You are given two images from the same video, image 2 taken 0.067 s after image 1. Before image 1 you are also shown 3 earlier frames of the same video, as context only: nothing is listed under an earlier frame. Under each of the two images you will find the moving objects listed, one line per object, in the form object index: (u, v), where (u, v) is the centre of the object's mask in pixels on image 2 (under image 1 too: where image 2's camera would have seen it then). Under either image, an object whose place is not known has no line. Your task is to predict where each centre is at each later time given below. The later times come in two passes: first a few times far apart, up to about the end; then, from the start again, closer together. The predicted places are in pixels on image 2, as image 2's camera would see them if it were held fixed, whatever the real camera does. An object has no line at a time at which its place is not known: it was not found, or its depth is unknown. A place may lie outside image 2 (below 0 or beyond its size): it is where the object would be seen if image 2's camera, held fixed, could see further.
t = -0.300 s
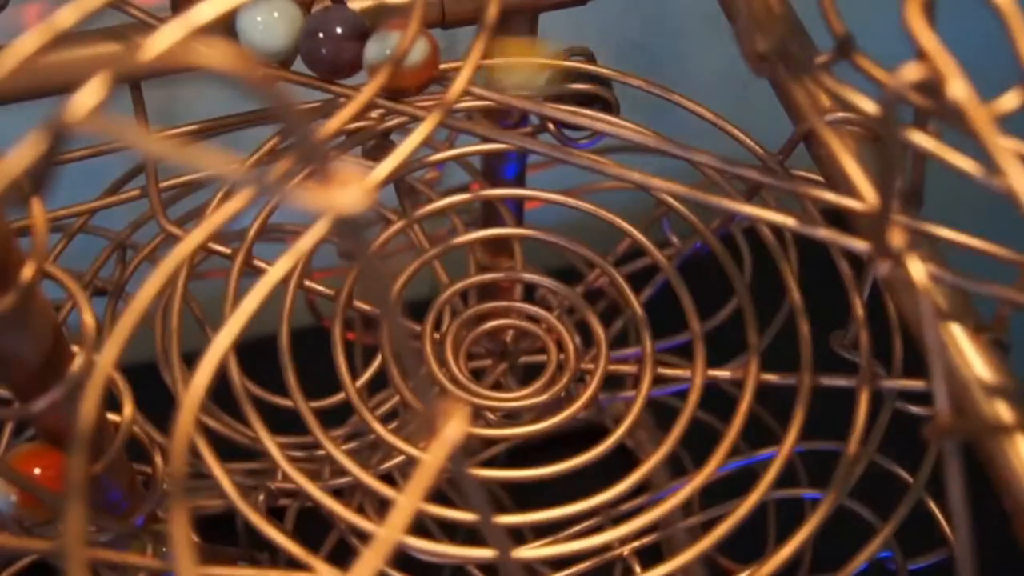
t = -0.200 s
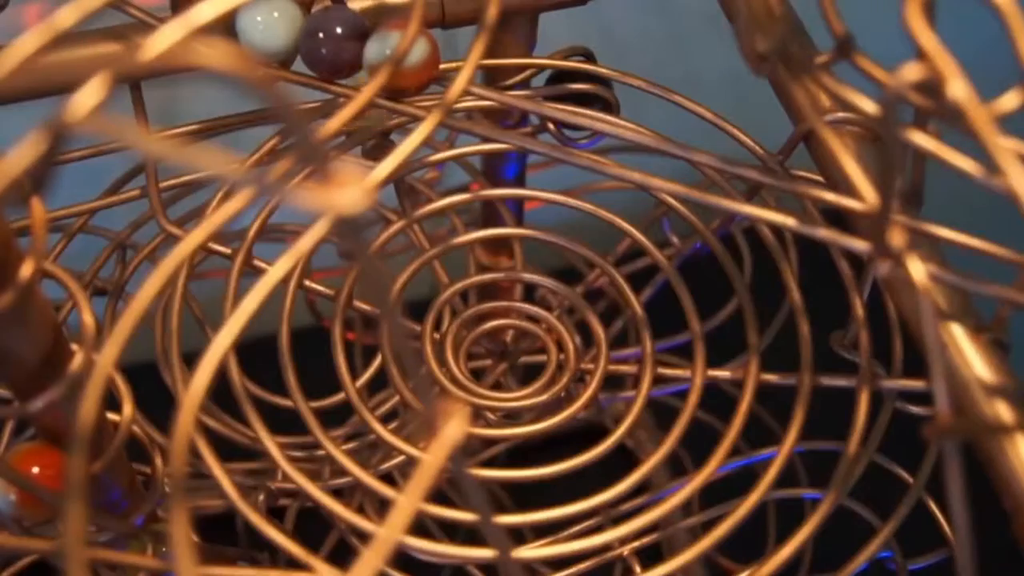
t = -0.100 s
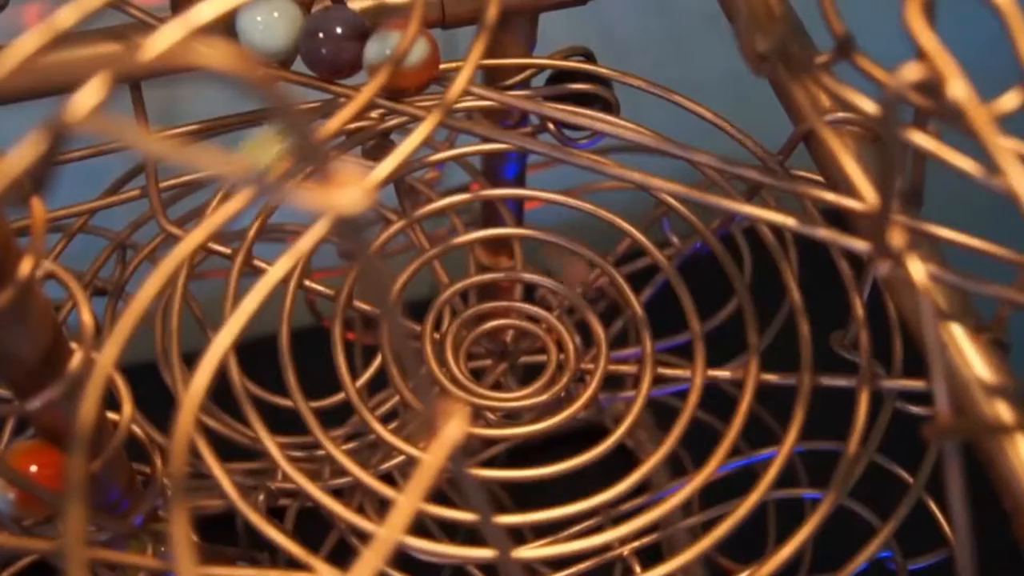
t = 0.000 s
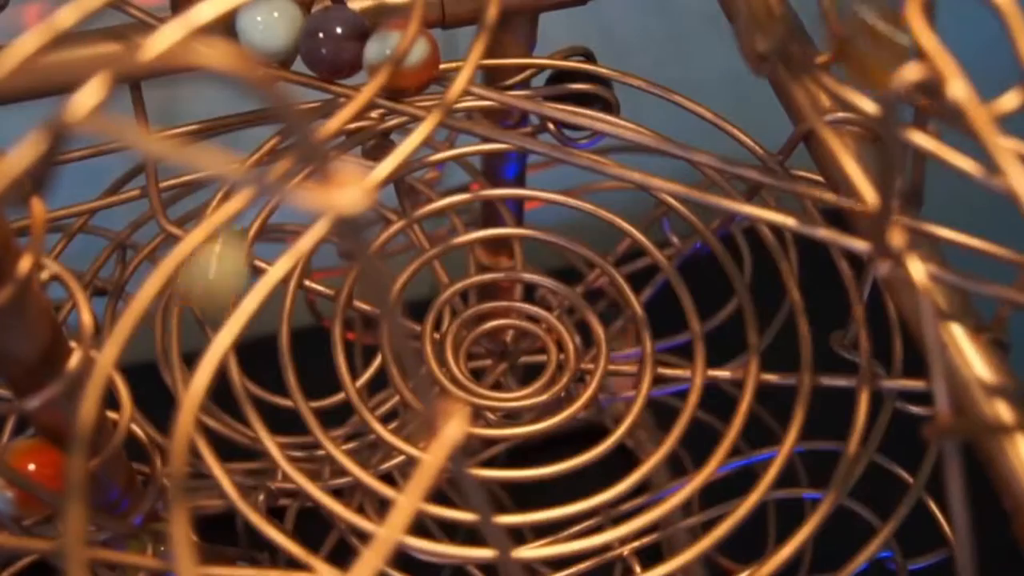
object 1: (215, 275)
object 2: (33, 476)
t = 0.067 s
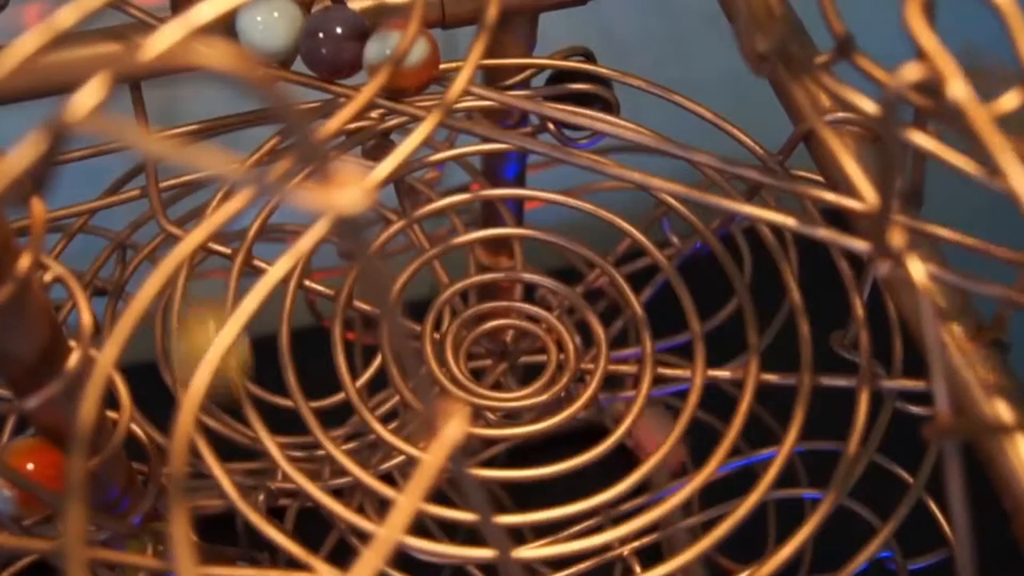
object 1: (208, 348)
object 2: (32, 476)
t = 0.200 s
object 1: (308, 499)
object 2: (32, 475)
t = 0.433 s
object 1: (671, 511)
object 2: (30, 470)
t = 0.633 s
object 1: (763, 291)
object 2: (28, 466)
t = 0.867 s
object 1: (543, 116)
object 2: (26, 462)
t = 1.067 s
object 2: (28, 452)
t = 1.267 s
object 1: (277, 357)
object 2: (27, 450)
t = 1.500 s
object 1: (488, 502)
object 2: (25, 449)
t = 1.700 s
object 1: (702, 407)
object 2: (23, 446)
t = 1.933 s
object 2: (21, 444)
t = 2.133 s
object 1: (427, 180)
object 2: (19, 442)
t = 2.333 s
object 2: (18, 441)
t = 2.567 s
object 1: (500, 469)
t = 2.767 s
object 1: (663, 367)
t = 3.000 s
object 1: (541, 204)
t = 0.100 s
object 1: (235, 396)
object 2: (32, 476)
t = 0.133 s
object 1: (244, 427)
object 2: (32, 475)
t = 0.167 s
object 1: (269, 462)
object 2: (32, 475)
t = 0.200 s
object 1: (308, 499)
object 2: (32, 475)
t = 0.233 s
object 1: (338, 520)
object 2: (32, 475)
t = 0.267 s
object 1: (411, 542)
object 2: (31, 474)
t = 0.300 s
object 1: (449, 548)
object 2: (31, 474)
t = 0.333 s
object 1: (518, 549)
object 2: (31, 474)
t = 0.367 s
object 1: (571, 546)
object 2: (31, 473)
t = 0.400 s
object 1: (627, 534)
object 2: (31, 473)
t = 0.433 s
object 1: (671, 511)
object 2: (30, 470)
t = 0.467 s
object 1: (708, 481)
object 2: (29, 469)
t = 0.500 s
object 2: (29, 469)
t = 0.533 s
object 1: (760, 407)
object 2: (28, 468)
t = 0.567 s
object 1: (772, 371)
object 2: (28, 467)
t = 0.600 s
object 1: (774, 331)
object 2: (28, 467)
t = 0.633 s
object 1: (763, 291)
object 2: (28, 466)
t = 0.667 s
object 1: (748, 254)
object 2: (27, 465)
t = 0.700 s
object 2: (27, 465)
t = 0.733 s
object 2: (27, 465)
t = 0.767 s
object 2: (27, 464)
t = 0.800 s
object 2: (26, 463)
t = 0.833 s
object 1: (583, 113)
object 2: (26, 462)
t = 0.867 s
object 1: (543, 116)
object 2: (26, 462)
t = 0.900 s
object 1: (505, 108)
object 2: (26, 461)
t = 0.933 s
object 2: (26, 461)
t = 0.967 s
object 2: (25, 461)
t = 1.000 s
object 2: (28, 453)
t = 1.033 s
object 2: (28, 452)
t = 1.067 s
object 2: (28, 452)
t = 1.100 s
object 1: (283, 221)
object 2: (28, 452)
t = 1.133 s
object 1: (273, 232)
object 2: (27, 451)
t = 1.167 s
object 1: (264, 250)
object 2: (27, 451)
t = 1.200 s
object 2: (27, 451)
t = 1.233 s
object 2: (27, 450)
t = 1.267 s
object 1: (277, 357)
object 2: (27, 450)
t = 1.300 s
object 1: (287, 386)
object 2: (27, 450)
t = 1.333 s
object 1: (307, 412)
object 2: (26, 450)
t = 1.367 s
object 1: (334, 443)
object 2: (26, 449)
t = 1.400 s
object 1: (362, 465)
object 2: (26, 449)
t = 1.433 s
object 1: (394, 481)
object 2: (26, 449)
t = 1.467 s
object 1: (447, 512)
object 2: (26, 449)
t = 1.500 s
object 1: (488, 502)
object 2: (25, 449)
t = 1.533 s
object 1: (534, 499)
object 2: (26, 449)
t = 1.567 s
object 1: (575, 494)
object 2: (25, 448)
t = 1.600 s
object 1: (616, 479)
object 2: (24, 448)
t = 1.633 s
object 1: (651, 459)
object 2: (24, 447)
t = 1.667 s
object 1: (678, 436)
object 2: (23, 447)
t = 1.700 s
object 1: (702, 407)
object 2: (23, 446)
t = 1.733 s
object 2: (23, 446)
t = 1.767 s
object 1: (724, 340)
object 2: (22, 446)
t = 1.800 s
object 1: (721, 307)
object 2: (22, 445)
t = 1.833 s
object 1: (708, 276)
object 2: (22, 445)
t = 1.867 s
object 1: (692, 242)
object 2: (21, 444)
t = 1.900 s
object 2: (21, 444)
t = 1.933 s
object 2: (21, 444)
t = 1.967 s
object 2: (21, 444)
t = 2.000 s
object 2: (20, 443)
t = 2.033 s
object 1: (535, 159)
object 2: (20, 443)
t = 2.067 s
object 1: (496, 165)
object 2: (20, 443)
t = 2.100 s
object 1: (464, 166)
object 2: (19, 442)
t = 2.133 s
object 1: (427, 180)
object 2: (19, 442)
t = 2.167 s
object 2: (19, 442)
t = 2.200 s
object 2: (19, 441)
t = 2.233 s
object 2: (19, 441)
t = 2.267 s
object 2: (18, 440)
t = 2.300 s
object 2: (18, 440)
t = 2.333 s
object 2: (18, 441)
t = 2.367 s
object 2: (18, 441)
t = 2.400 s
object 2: (18, 440)
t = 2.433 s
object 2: (17, 440)
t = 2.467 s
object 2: (17, 440)
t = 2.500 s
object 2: (17, 440)
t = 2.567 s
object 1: (500, 469)
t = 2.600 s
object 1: (526, 470)
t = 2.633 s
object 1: (565, 461)
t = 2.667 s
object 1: (600, 445)
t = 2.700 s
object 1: (625, 424)
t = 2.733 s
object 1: (646, 399)
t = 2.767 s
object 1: (663, 367)
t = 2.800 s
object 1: (666, 339)
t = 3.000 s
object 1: (541, 204)
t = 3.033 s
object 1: (502, 200)
